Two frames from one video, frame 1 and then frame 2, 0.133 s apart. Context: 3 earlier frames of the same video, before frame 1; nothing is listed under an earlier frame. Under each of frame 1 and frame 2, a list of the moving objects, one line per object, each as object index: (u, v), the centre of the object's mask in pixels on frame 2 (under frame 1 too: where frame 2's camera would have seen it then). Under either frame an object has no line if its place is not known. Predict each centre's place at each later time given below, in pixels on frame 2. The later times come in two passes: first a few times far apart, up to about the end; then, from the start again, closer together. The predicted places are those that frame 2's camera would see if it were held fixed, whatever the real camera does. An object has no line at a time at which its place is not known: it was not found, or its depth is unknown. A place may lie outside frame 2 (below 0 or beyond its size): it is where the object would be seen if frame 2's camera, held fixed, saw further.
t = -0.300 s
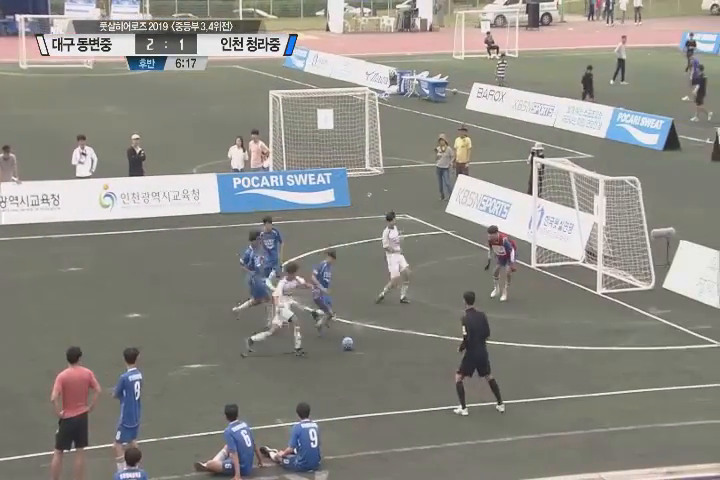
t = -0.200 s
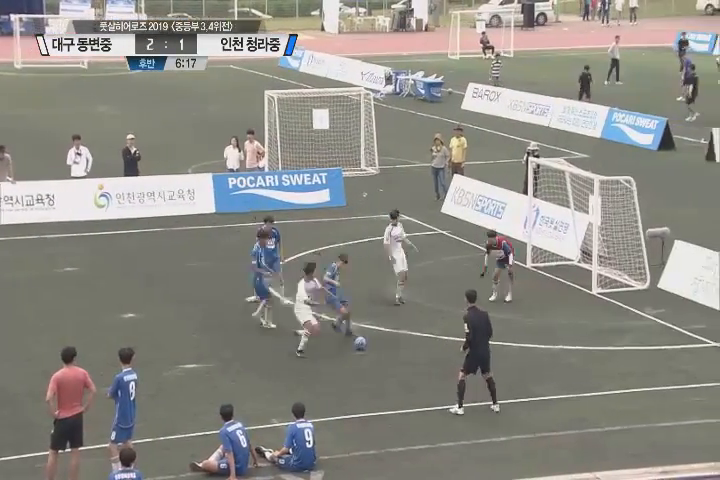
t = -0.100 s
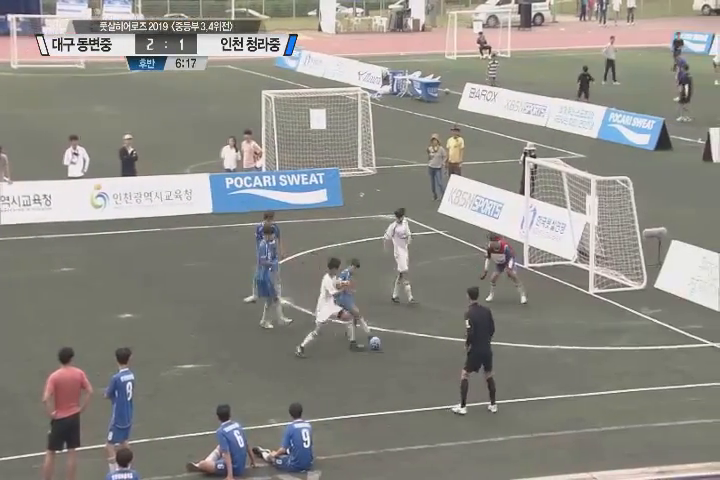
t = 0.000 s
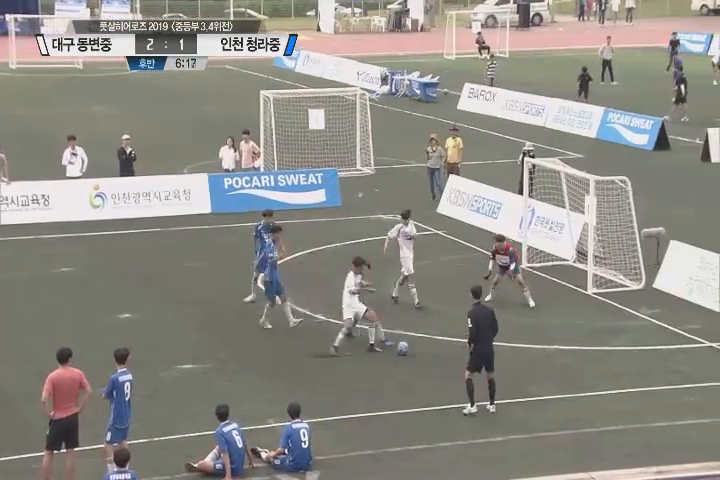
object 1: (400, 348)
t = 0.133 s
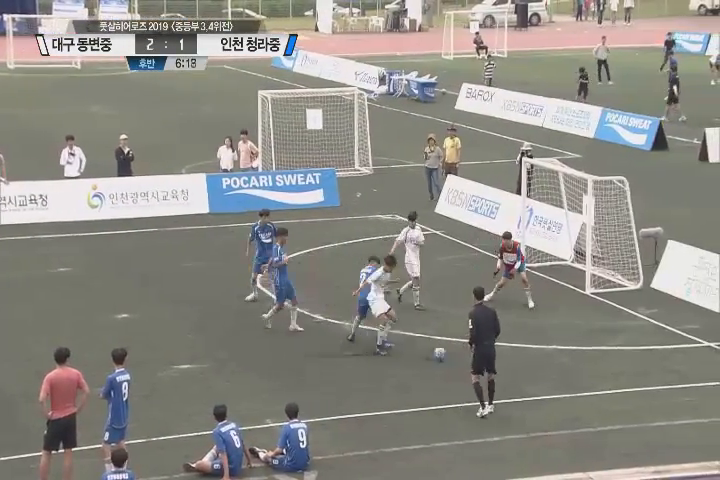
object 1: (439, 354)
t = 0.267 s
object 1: (473, 360)
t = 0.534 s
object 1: (541, 372)
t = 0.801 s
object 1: (609, 384)
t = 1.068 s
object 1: (678, 398)
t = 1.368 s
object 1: (758, 415)
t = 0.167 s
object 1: (448, 356)
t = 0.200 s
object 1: (457, 357)
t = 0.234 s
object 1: (466, 359)
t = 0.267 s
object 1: (473, 360)
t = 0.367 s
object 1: (503, 362)
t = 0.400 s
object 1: (508, 367)
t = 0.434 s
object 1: (515, 368)
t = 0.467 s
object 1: (525, 370)
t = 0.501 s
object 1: (533, 371)
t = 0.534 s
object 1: (541, 372)
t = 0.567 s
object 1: (550, 374)
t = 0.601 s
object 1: (558, 376)
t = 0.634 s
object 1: (566, 377)
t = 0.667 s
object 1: (575, 379)
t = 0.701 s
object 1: (583, 380)
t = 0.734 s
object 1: (591, 380)
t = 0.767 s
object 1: (600, 380)
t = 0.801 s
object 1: (609, 384)
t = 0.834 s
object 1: (617, 387)
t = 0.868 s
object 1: (626, 387)
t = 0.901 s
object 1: (634, 388)
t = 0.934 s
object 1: (643, 388)
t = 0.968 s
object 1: (651, 392)
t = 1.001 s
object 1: (660, 394)
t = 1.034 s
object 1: (670, 396)
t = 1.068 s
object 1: (678, 398)
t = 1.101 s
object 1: (686, 399)
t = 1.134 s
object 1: (695, 401)
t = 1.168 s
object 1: (704, 403)
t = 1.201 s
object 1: (712, 404)
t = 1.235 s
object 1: (721, 407)
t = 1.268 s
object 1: (731, 410)
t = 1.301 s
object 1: (739, 411)
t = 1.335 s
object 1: (748, 412)
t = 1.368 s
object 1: (758, 415)
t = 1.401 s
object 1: (767, 417)
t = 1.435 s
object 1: (776, 419)
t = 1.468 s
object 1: (785, 421)
